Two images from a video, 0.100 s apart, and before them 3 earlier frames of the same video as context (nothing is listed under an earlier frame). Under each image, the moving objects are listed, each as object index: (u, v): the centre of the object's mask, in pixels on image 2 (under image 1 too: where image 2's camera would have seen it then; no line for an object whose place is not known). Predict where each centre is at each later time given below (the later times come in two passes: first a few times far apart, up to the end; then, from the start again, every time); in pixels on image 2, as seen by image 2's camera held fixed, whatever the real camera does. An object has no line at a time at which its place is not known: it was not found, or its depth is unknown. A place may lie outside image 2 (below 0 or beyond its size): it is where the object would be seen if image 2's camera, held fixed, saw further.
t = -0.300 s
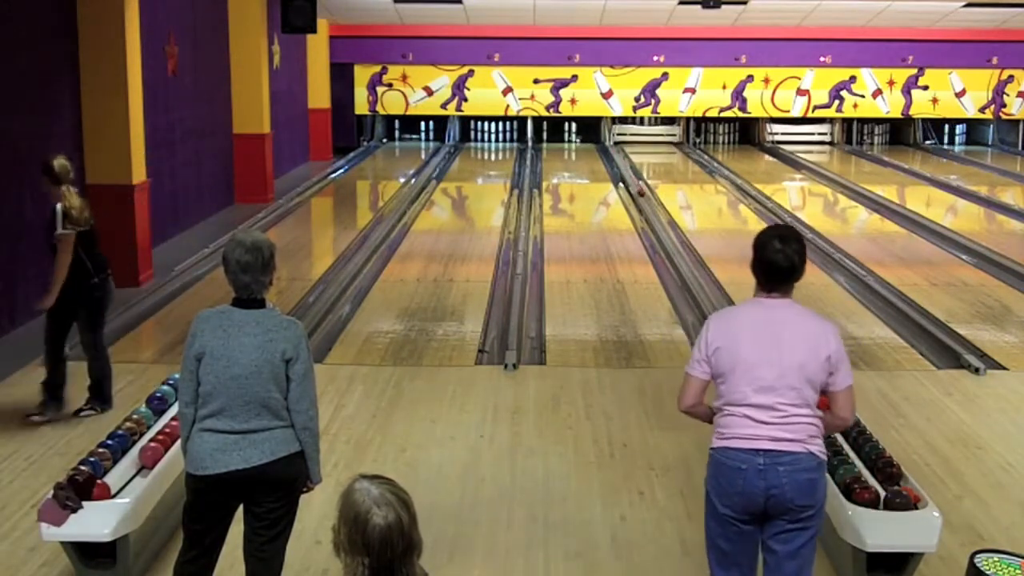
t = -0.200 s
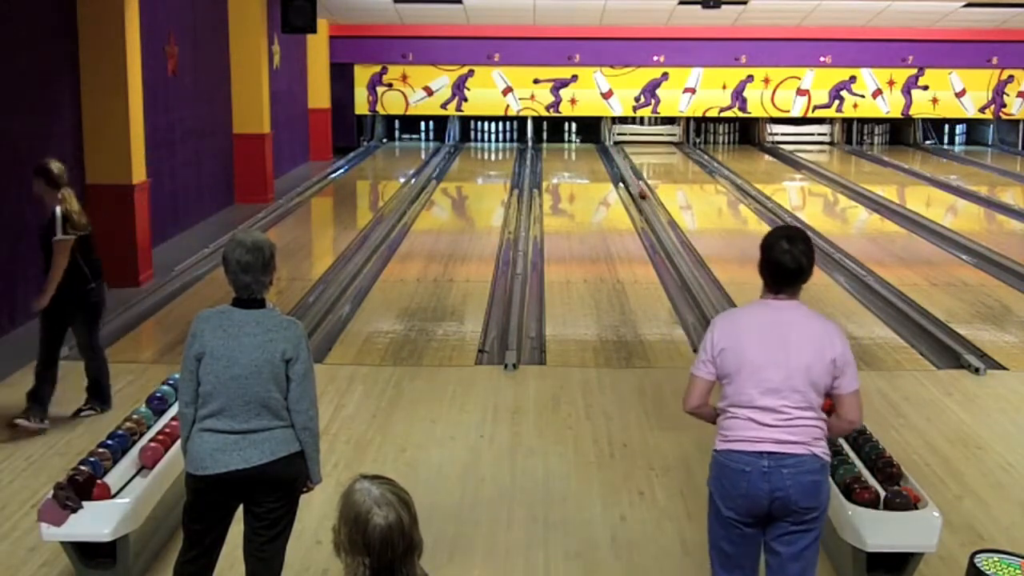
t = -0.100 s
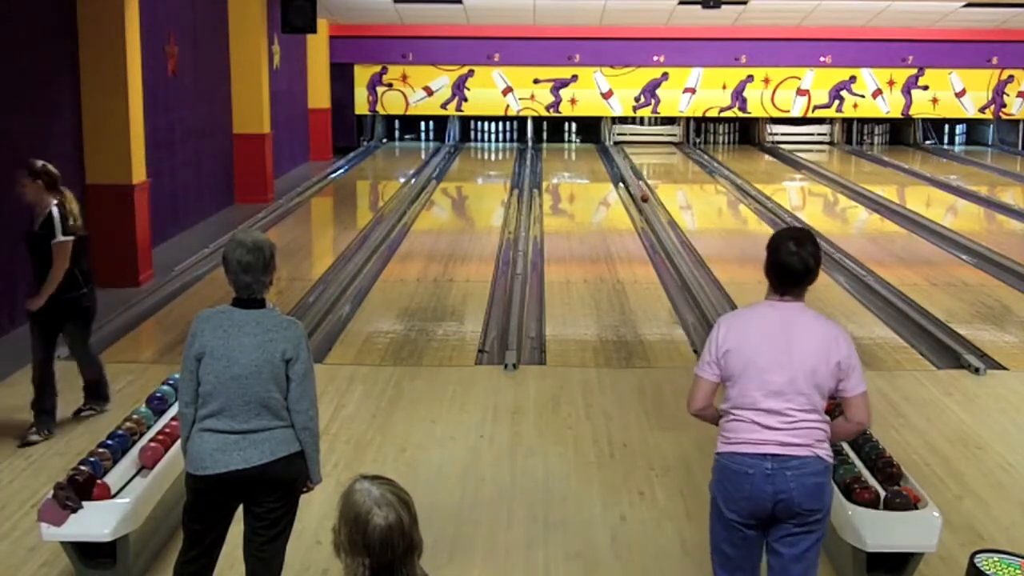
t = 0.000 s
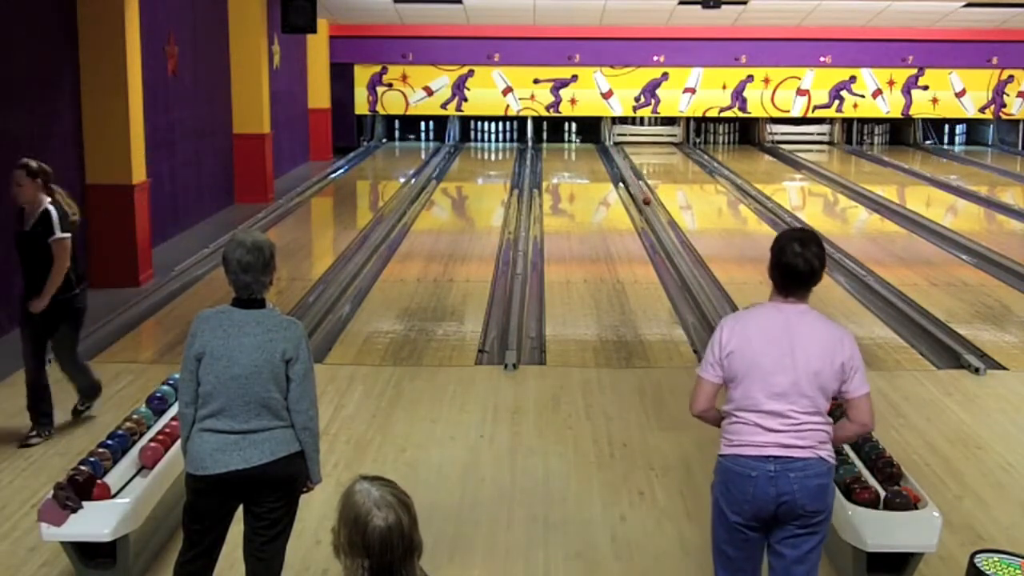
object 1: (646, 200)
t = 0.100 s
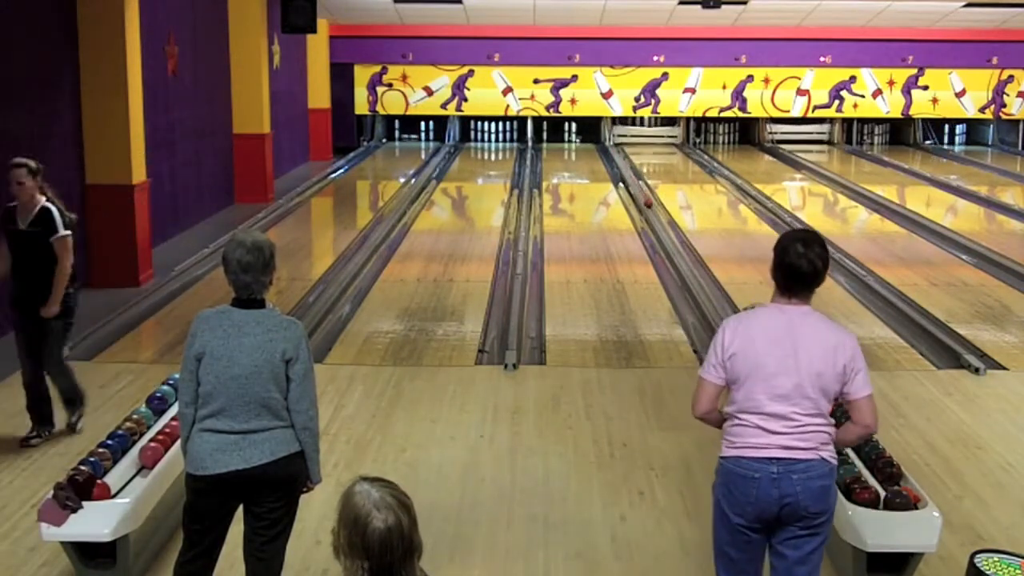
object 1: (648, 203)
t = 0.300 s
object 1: (652, 210)
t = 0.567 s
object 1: (658, 220)
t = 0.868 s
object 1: (666, 232)
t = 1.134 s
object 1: (673, 243)
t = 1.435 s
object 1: (683, 258)
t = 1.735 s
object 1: (693, 275)
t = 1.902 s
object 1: (700, 286)
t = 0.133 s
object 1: (648, 204)
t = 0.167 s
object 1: (649, 205)
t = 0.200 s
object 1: (650, 205)
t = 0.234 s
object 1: (651, 208)
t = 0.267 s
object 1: (652, 209)
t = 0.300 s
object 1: (652, 210)
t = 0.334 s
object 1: (653, 211)
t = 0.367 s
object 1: (654, 212)
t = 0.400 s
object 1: (655, 214)
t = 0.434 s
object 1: (655, 215)
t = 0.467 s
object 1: (656, 216)
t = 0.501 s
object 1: (657, 217)
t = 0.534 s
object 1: (658, 219)
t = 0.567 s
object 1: (658, 220)
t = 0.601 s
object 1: (659, 221)
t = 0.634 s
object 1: (660, 222)
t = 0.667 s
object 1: (661, 224)
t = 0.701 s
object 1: (662, 225)
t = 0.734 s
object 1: (662, 226)
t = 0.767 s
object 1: (663, 227)
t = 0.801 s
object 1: (664, 229)
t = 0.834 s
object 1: (665, 230)
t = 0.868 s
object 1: (666, 232)
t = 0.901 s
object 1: (667, 233)
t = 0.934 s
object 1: (668, 234)
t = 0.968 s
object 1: (669, 236)
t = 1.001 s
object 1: (670, 237)
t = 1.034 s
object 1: (671, 239)
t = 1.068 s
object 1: (672, 240)
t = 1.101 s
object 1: (672, 242)
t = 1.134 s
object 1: (673, 243)
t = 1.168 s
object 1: (674, 245)
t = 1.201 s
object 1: (675, 247)
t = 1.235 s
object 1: (677, 248)
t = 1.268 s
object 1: (677, 249)
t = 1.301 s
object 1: (678, 251)
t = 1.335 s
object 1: (679, 253)
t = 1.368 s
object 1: (680, 255)
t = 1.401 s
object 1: (682, 256)
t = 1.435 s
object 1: (683, 258)
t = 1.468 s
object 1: (684, 260)
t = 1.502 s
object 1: (685, 262)
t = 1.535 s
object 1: (686, 264)
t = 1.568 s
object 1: (687, 265)
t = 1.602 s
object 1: (688, 267)
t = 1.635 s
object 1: (690, 269)
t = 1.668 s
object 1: (691, 271)
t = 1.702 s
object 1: (692, 273)
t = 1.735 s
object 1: (693, 275)
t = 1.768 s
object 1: (695, 277)
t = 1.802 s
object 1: (696, 279)
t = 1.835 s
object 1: (697, 281)
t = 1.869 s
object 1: (699, 284)
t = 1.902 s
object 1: (700, 286)
